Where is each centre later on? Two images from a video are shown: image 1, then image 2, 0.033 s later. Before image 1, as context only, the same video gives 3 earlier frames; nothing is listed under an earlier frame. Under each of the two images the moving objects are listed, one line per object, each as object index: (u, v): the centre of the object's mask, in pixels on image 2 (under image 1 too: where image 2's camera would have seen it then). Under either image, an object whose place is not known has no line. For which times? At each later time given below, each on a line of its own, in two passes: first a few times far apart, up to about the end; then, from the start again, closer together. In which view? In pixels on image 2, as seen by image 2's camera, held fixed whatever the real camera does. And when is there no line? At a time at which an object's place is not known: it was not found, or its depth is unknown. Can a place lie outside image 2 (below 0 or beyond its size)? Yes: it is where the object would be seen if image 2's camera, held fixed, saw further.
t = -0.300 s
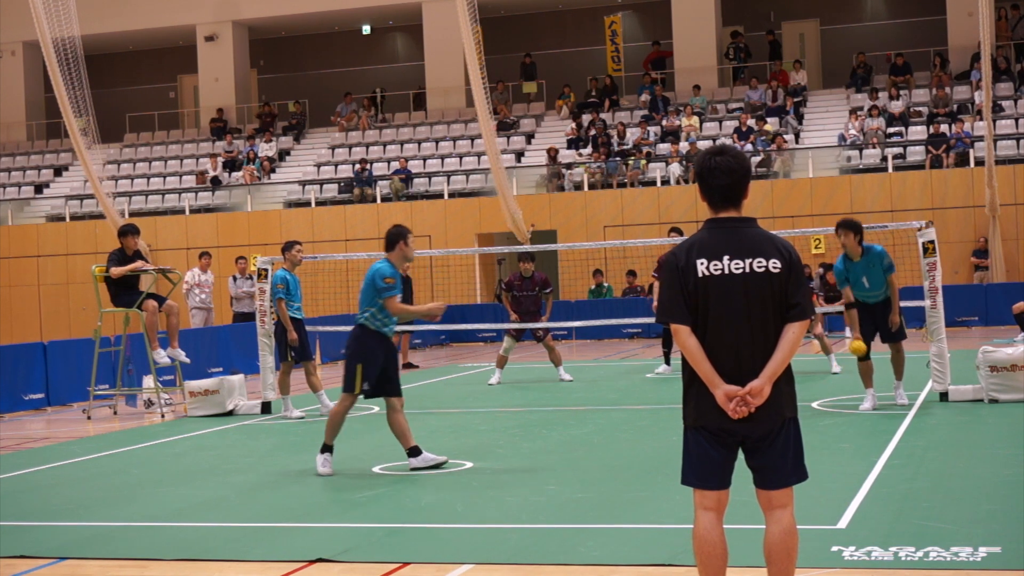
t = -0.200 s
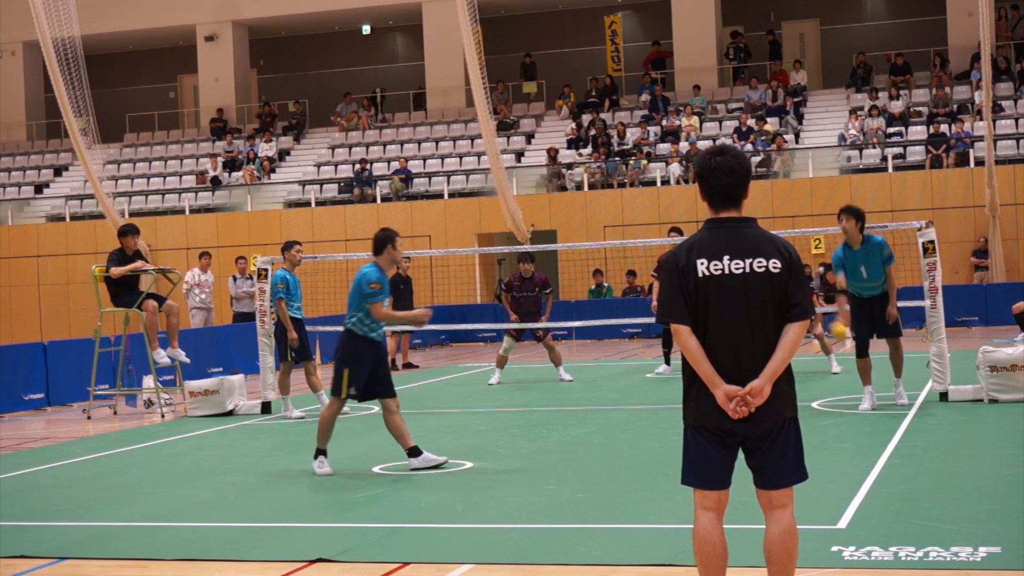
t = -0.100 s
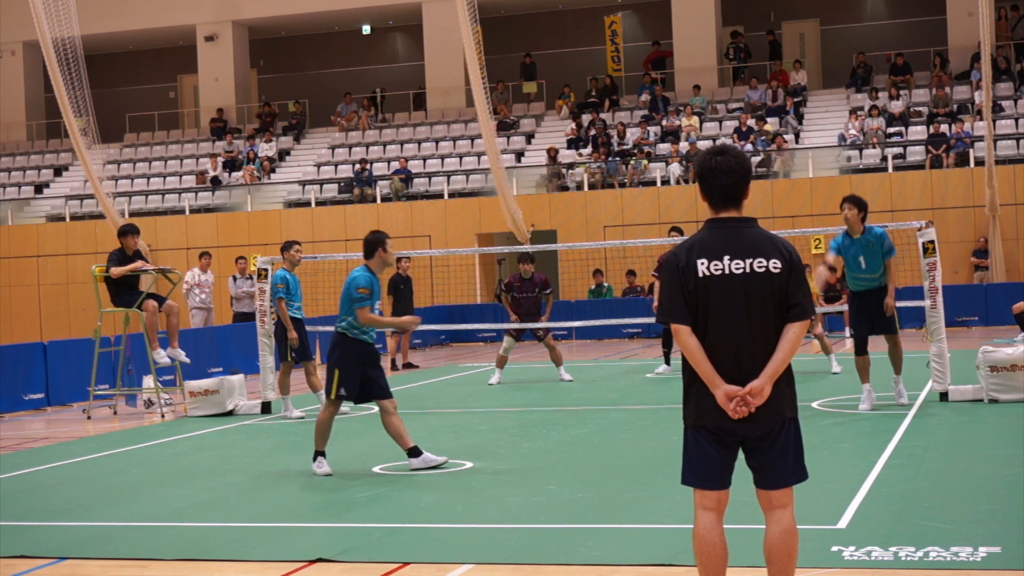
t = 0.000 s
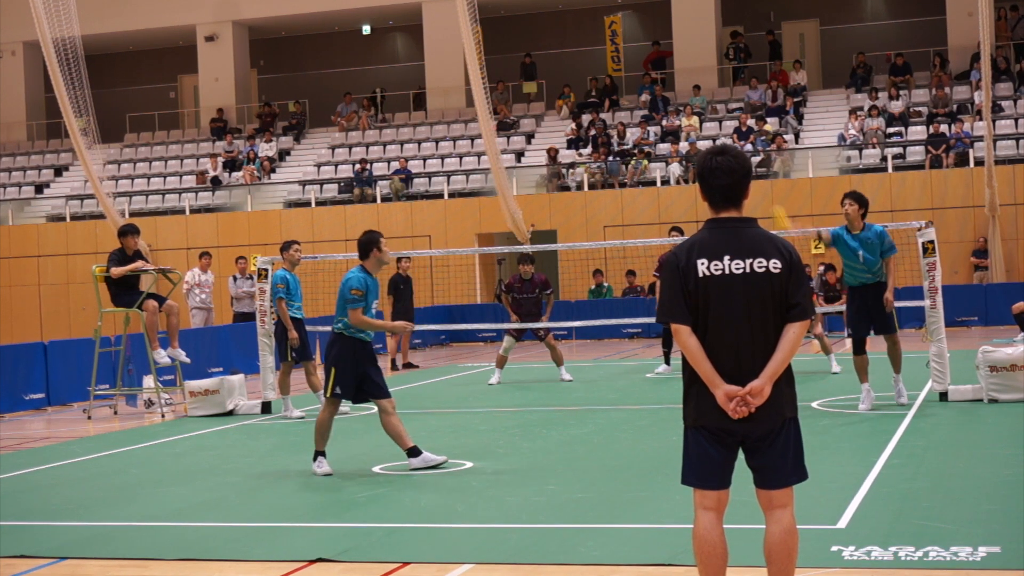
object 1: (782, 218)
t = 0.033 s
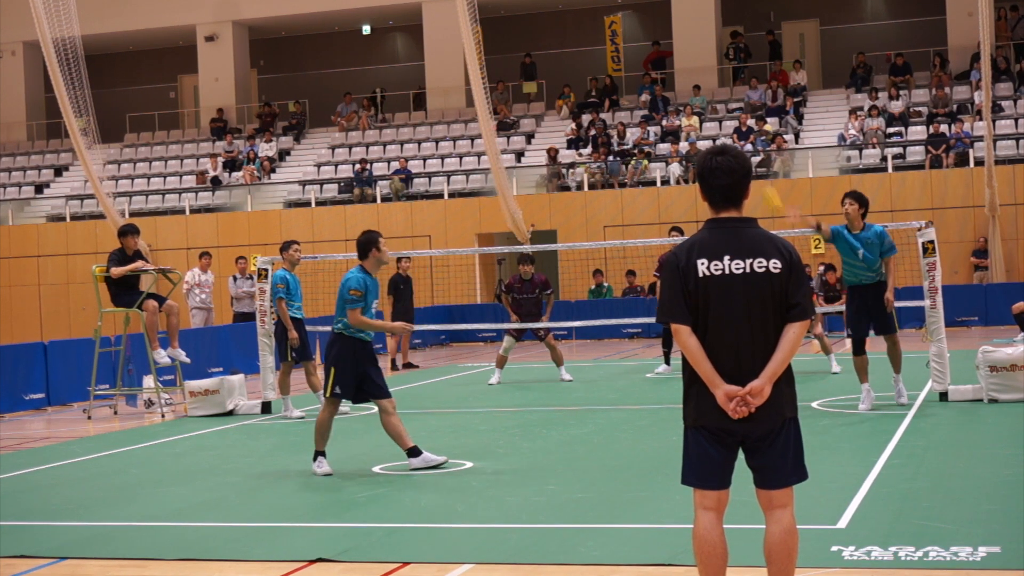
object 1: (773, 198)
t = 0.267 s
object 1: (710, 93)
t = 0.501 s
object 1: (650, 52)
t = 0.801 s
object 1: (569, 106)
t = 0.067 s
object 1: (764, 179)
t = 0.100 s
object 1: (758, 164)
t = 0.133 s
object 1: (746, 144)
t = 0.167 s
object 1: (738, 131)
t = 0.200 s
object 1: (728, 117)
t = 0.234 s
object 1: (719, 105)
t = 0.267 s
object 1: (710, 93)
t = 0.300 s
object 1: (702, 84)
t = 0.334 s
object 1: (693, 75)
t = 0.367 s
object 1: (684, 67)
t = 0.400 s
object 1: (675, 62)
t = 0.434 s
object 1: (666, 58)
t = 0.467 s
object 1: (658, 54)
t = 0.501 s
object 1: (650, 52)
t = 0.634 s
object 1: (613, 61)
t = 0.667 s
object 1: (603, 67)
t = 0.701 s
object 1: (595, 75)
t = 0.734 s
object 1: (586, 84)
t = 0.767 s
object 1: (578, 94)
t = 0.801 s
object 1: (569, 106)
